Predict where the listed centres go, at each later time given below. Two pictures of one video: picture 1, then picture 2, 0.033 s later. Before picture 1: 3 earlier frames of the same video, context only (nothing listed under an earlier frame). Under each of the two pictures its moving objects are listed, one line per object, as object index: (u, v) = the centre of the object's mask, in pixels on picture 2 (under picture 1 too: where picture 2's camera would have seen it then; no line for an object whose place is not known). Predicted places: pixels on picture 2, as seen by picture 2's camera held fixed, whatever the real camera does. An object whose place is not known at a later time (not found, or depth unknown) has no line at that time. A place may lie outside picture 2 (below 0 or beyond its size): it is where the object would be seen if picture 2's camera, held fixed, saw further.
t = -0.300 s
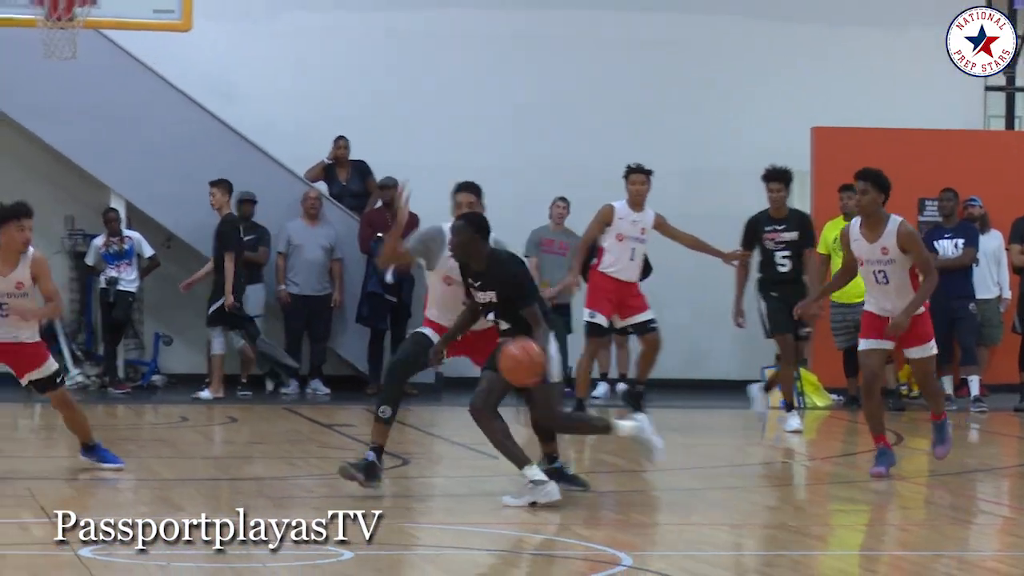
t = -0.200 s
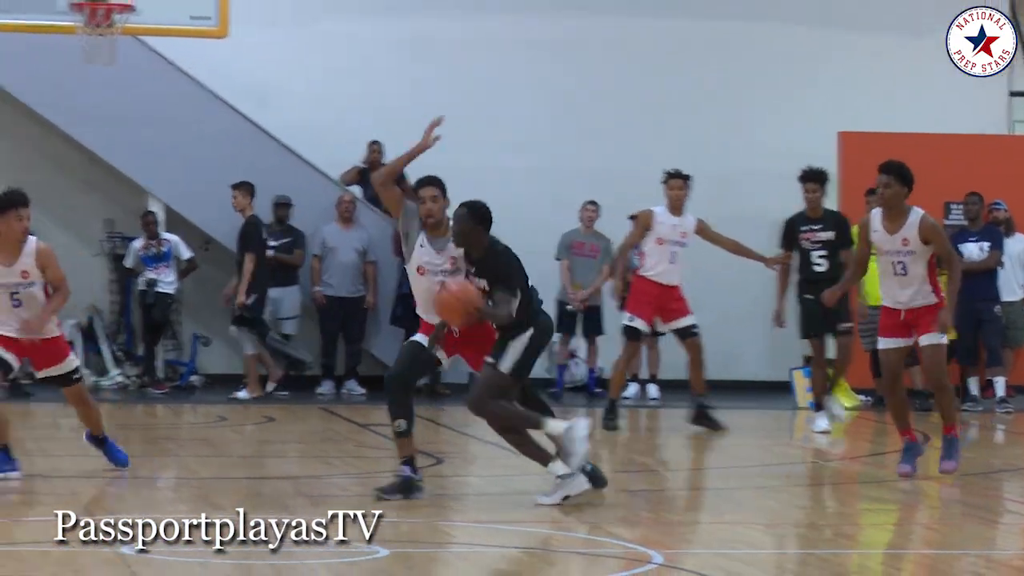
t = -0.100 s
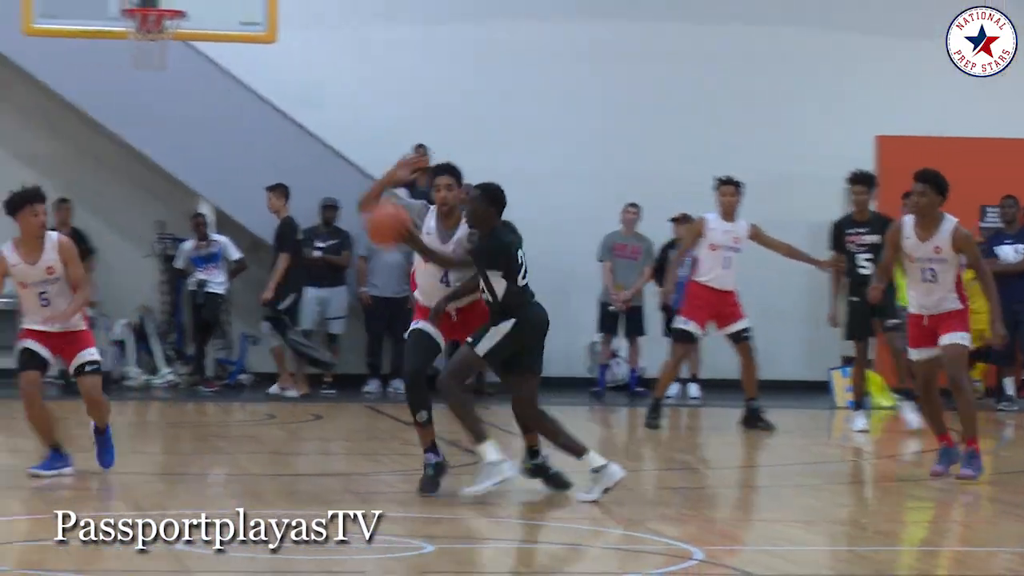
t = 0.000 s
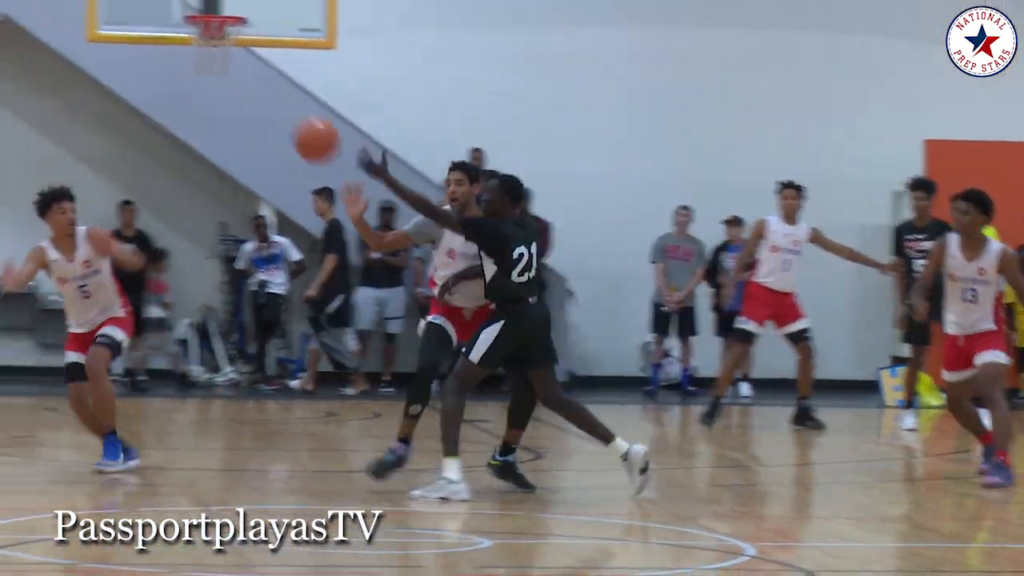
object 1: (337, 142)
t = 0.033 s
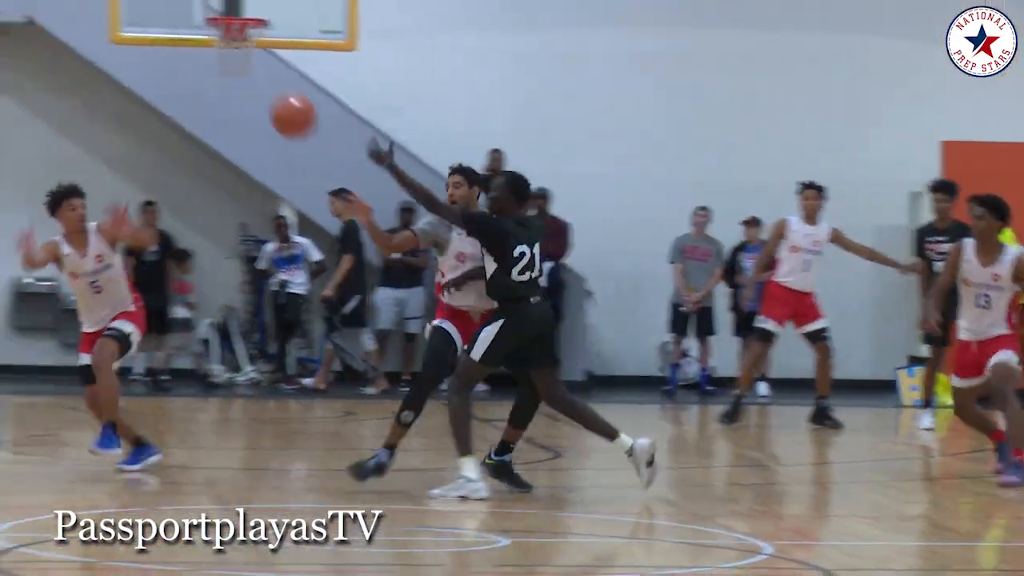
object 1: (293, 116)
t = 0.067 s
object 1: (249, 91)
